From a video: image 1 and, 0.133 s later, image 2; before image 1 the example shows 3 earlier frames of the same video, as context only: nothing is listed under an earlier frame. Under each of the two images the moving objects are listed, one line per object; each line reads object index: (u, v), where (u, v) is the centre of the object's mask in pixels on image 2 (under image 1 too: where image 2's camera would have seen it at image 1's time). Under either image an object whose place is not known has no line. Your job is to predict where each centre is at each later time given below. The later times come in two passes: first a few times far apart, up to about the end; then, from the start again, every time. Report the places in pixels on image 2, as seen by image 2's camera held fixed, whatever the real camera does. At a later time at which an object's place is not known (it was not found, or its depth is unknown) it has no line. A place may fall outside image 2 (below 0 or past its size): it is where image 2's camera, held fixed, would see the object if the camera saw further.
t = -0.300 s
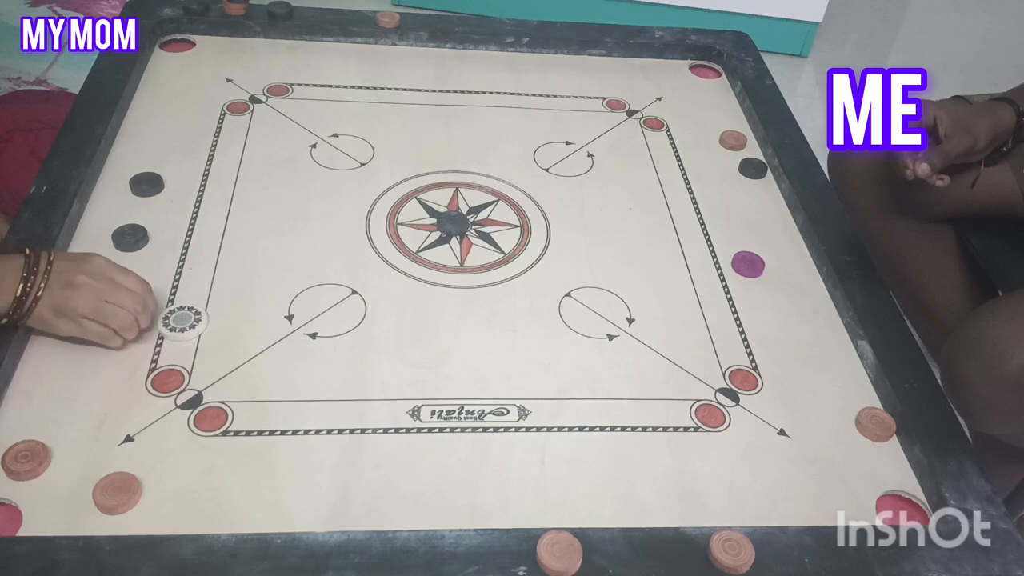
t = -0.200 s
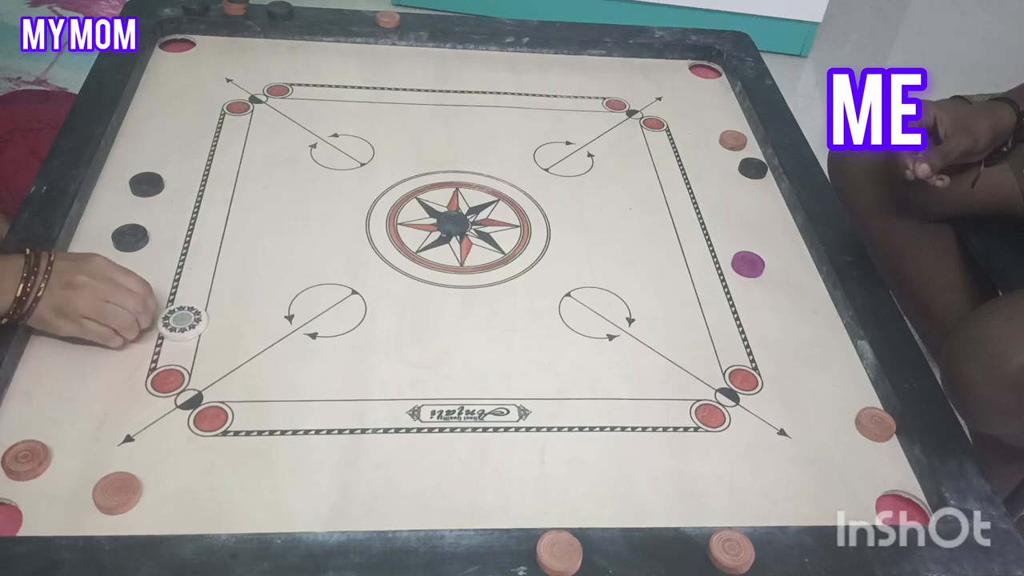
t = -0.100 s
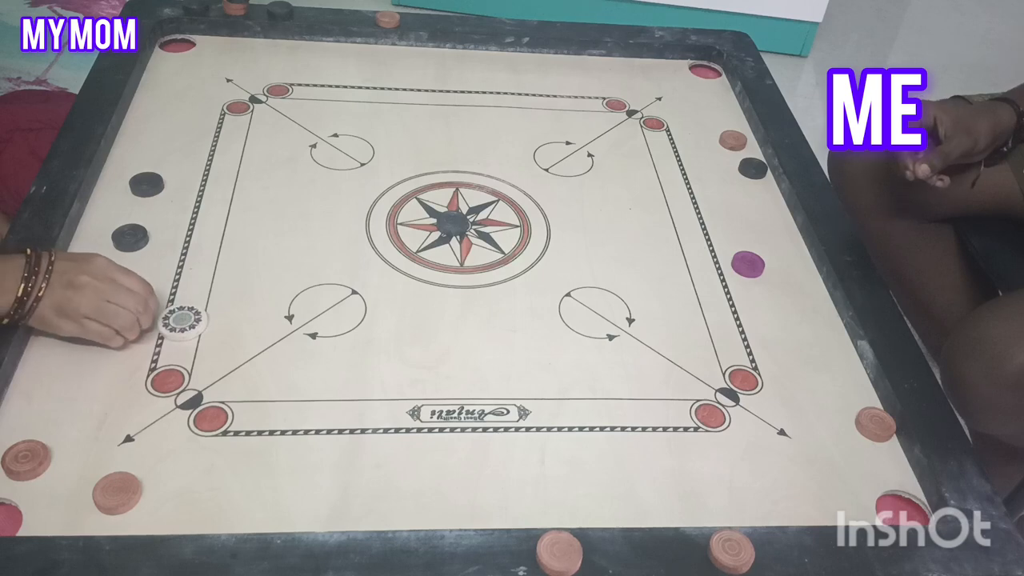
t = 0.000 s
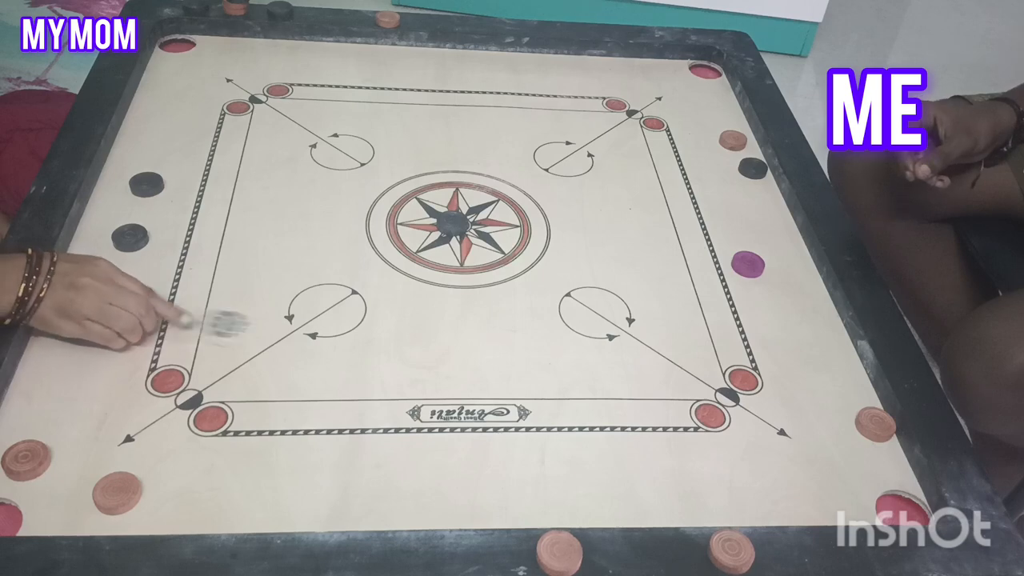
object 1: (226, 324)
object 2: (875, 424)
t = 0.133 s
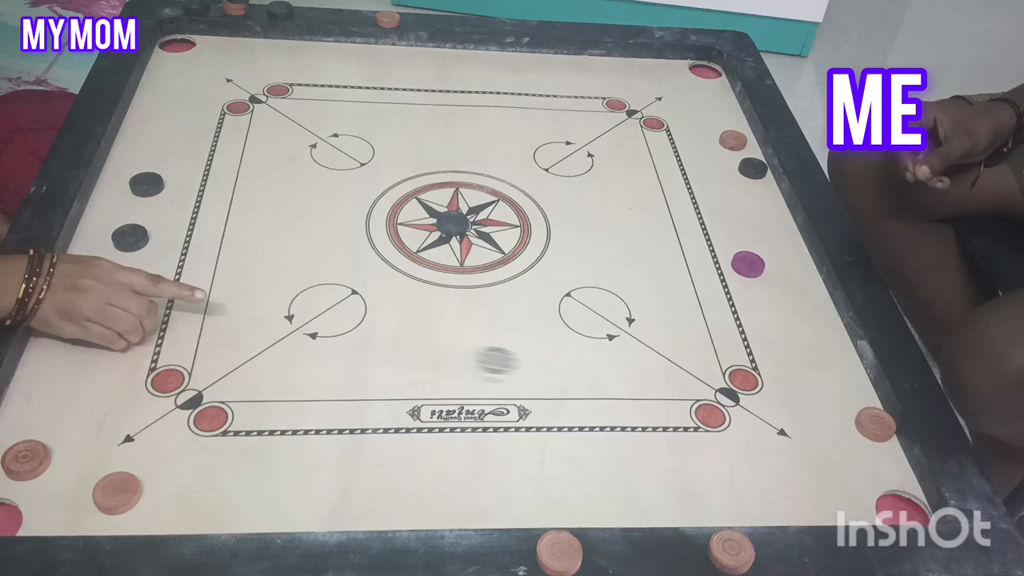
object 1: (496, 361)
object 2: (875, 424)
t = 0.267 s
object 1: (765, 402)
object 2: (875, 424)
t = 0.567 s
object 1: (669, 395)
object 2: (823, 464)
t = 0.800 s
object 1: (574, 386)
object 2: (810, 481)
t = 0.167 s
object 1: (562, 371)
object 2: (875, 424)
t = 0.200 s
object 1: (633, 382)
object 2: (875, 424)
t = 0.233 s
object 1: (696, 392)
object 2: (875, 424)
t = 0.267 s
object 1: (765, 402)
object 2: (875, 424)
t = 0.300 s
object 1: (830, 416)
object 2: (875, 424)
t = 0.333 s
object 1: (810, 413)
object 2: (867, 430)
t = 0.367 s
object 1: (788, 409)
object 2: (858, 436)
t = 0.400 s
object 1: (764, 406)
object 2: (851, 441)
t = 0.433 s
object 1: (745, 403)
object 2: (844, 446)
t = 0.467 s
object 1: (726, 401)
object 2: (837, 451)
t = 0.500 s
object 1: (706, 399)
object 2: (832, 456)
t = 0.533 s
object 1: (688, 397)
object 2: (827, 460)
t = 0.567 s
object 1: (669, 395)
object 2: (823, 464)
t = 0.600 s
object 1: (652, 393)
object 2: (819, 468)
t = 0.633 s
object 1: (636, 391)
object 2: (816, 471)
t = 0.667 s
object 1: (622, 389)
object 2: (814, 474)
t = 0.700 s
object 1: (608, 388)
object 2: (812, 476)
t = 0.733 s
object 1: (597, 387)
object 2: (811, 478)
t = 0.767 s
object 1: (585, 386)
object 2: (811, 480)
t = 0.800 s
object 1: (574, 386)
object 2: (810, 481)
